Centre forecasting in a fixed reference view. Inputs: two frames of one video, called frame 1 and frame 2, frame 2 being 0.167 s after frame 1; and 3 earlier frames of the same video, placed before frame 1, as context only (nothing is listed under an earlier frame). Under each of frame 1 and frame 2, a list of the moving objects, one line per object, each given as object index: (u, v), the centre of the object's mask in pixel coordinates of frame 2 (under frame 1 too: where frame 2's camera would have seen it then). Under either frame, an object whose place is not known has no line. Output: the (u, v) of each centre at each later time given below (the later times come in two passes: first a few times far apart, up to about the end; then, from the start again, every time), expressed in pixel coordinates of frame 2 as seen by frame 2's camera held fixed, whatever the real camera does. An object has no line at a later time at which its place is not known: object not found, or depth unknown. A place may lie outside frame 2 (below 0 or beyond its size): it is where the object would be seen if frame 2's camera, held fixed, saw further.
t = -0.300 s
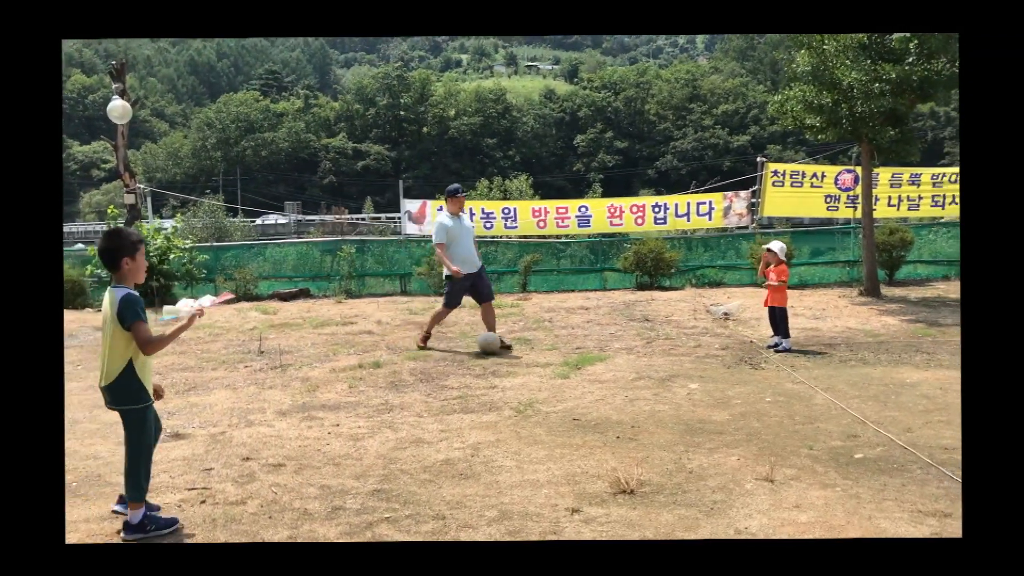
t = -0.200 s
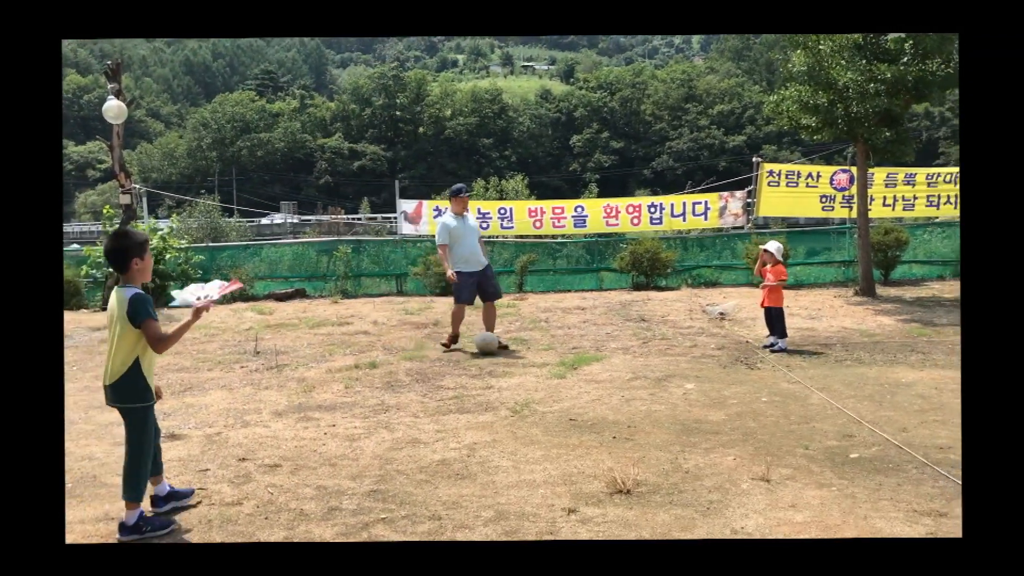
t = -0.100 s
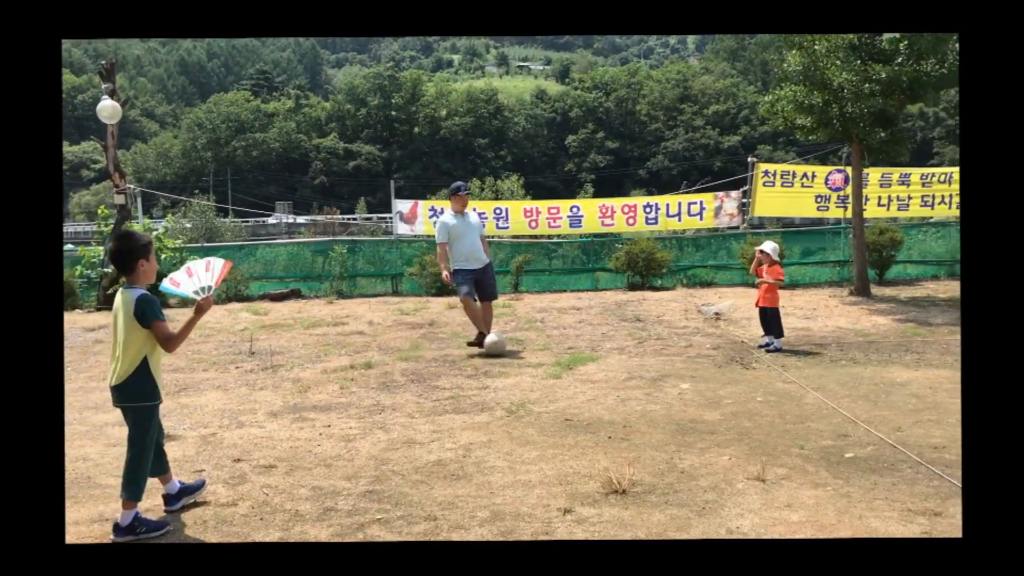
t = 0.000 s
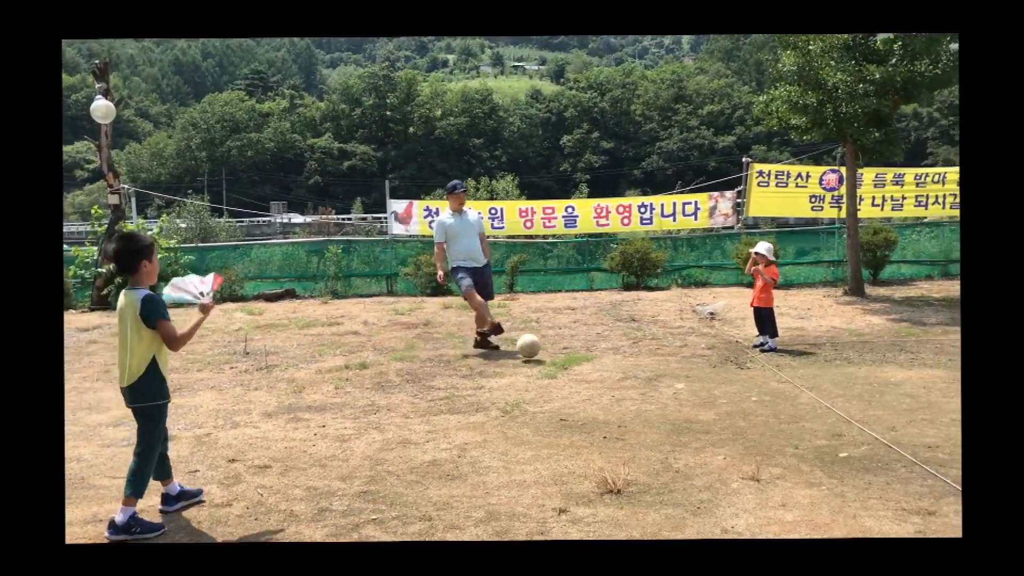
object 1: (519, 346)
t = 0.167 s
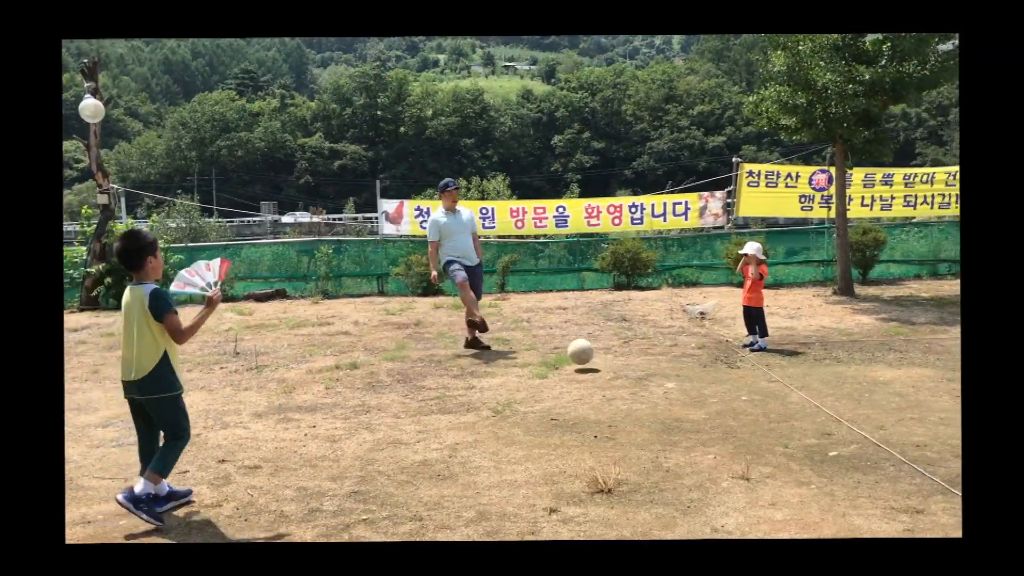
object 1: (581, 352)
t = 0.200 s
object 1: (592, 353)
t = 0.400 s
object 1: (668, 368)
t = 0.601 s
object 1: (755, 376)
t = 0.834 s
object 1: (870, 388)
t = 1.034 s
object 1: (979, 401)
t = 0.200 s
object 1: (592, 353)
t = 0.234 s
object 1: (604, 356)
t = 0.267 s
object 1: (616, 361)
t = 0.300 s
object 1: (627, 364)
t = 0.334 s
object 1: (641, 364)
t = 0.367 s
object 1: (654, 365)
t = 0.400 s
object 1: (668, 368)
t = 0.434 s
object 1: (681, 369)
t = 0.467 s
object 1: (694, 368)
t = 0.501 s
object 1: (709, 367)
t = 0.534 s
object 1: (724, 368)
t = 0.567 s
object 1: (739, 371)
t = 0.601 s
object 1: (755, 376)
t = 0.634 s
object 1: (770, 382)
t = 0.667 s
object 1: (785, 381)
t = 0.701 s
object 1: (801, 381)
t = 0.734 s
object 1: (818, 382)
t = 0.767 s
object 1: (836, 385)
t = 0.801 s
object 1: (853, 389)
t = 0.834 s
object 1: (870, 388)
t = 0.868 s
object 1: (886, 387)
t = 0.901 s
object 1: (904, 387)
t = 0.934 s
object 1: (923, 389)
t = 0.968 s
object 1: (941, 394)
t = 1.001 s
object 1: (960, 400)
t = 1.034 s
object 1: (979, 401)
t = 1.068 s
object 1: (998, 401)
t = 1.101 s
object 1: (1018, 401)
